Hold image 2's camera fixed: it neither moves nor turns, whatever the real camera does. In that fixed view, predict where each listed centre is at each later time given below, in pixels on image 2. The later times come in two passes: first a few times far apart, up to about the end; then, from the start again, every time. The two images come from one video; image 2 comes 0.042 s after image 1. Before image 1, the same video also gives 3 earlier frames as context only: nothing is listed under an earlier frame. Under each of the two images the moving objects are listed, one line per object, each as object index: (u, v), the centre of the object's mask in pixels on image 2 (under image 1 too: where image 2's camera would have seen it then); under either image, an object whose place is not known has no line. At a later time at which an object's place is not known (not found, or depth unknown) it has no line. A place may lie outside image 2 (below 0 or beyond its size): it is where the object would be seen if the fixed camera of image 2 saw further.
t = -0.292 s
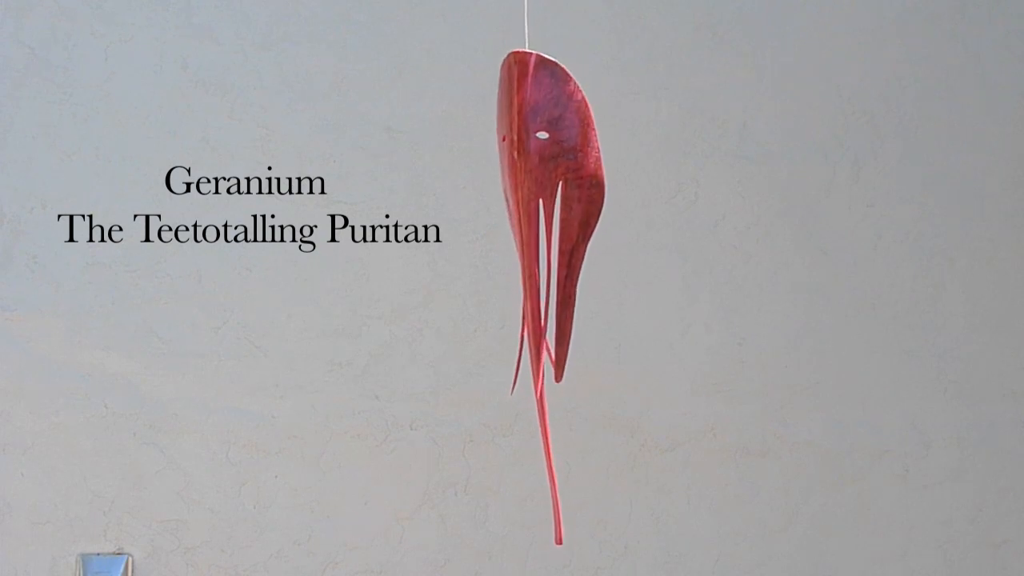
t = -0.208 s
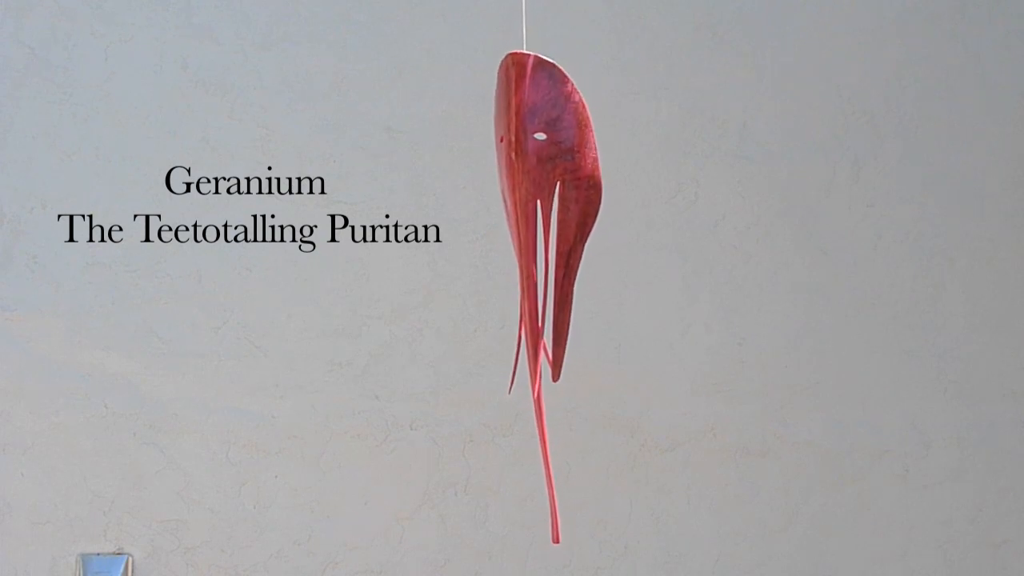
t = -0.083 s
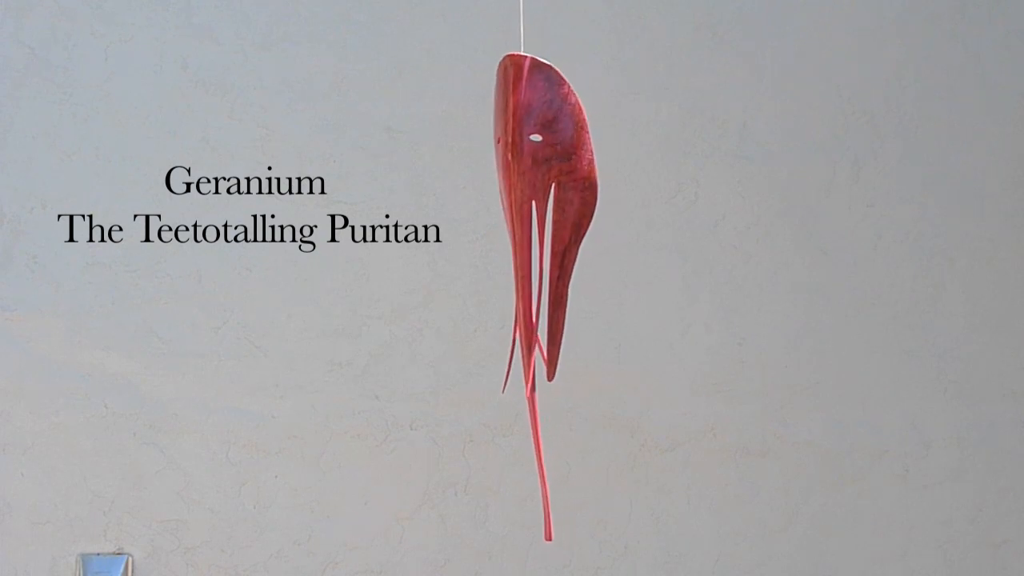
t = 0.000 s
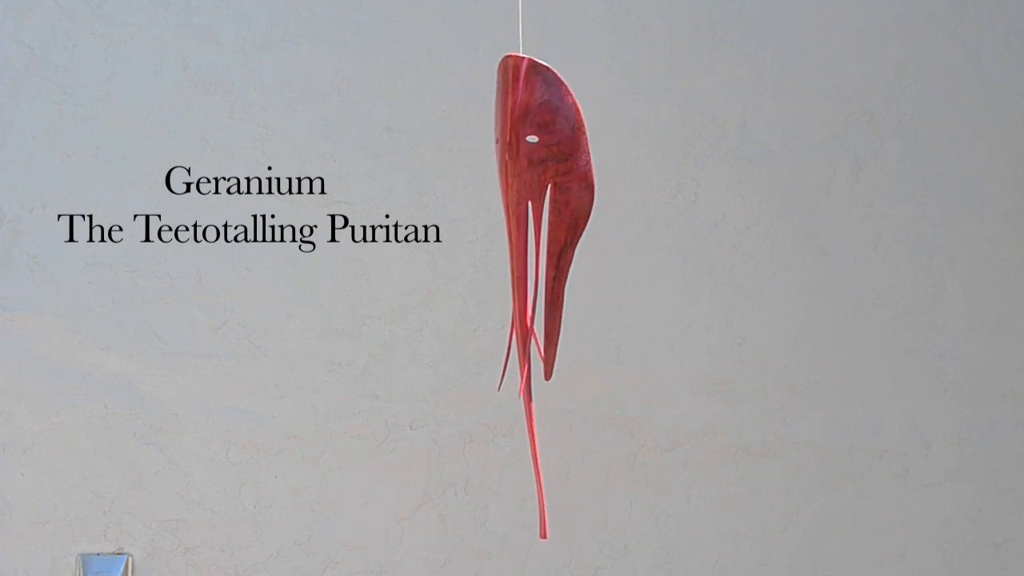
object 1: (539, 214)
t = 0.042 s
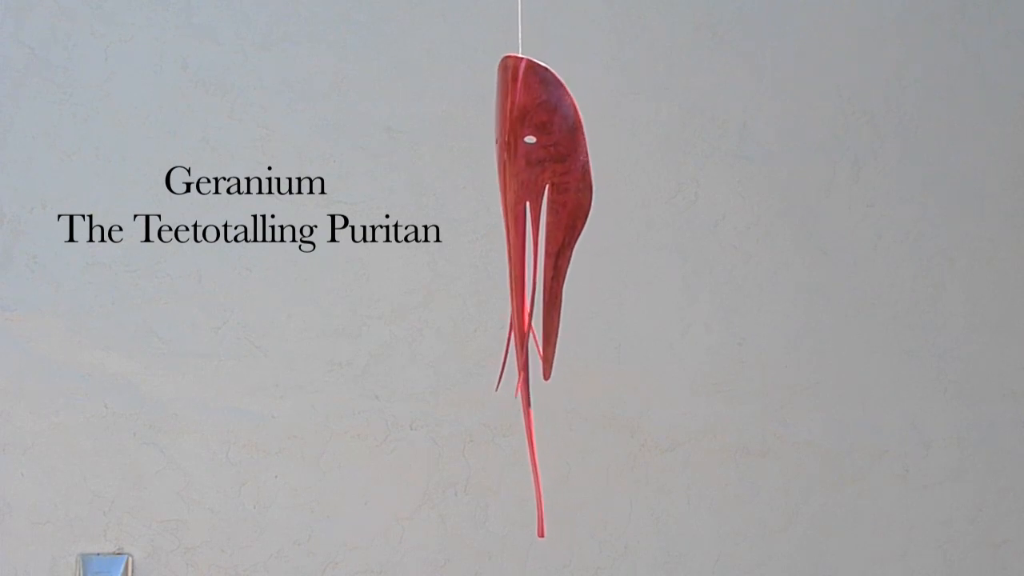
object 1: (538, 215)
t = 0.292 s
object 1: (529, 221)
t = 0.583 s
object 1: (519, 228)
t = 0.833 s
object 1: (516, 241)
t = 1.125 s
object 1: (522, 242)
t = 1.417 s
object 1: (531, 229)
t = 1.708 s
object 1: (540, 223)
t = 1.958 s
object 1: (543, 219)
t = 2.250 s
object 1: (537, 216)
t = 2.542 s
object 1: (523, 215)
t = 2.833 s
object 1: (512, 214)
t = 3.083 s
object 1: (509, 212)
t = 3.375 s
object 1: (510, 212)
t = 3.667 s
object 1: (513, 211)
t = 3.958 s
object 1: (517, 211)
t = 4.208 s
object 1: (519, 211)
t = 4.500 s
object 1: (517, 211)
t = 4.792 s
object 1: (509, 211)
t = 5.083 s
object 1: (499, 211)
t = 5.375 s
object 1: (490, 212)
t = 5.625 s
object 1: (485, 212)
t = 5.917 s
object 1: (487, 212)
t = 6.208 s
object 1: (492, 221)
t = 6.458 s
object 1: (500, 233)
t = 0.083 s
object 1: (537, 217)
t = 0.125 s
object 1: (535, 219)
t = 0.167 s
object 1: (533, 217)
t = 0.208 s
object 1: (532, 220)
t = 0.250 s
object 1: (530, 222)
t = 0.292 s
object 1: (529, 221)
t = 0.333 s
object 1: (527, 223)
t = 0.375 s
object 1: (526, 225)
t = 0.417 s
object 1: (524, 225)
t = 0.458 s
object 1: (523, 226)
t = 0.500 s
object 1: (522, 227)
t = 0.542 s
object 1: (520, 226)
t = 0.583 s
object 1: (519, 228)
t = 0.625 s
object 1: (518, 230)
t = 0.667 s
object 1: (517, 230)
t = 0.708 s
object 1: (517, 233)
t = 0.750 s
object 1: (516, 238)
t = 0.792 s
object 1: (516, 240)
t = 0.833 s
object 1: (516, 241)
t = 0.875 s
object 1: (517, 241)
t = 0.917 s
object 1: (518, 240)
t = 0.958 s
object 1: (519, 240)
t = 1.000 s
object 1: (519, 240)
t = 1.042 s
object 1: (521, 240)
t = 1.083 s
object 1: (522, 240)
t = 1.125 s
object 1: (522, 242)
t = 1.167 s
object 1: (523, 242)
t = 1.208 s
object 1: (524, 241)
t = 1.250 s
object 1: (525, 239)
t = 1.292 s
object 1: (526, 237)
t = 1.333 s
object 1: (528, 235)
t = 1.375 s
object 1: (530, 231)
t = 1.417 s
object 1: (531, 229)
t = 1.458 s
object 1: (533, 228)
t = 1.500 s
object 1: (534, 226)
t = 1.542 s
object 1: (536, 226)
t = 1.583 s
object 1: (537, 224)
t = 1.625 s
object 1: (539, 224)
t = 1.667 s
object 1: (540, 223)
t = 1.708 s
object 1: (540, 223)
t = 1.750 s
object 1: (542, 222)
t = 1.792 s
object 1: (542, 221)
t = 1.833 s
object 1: (543, 220)
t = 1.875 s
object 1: (543, 220)
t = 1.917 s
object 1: (543, 220)
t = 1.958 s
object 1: (543, 219)
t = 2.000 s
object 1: (543, 219)
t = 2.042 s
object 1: (542, 218)
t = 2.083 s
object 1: (542, 218)
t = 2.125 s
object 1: (541, 218)
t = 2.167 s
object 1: (539, 218)
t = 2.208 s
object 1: (538, 217)
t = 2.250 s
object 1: (537, 216)
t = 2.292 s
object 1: (535, 216)
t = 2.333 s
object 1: (533, 215)
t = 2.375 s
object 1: (531, 216)
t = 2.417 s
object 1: (529, 215)
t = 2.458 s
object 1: (527, 216)
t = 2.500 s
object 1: (525, 215)
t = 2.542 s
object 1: (523, 215)
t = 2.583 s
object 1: (521, 215)
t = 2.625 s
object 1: (519, 215)
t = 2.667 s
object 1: (518, 214)
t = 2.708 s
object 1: (516, 214)
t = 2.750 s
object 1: (515, 214)
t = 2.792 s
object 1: (514, 214)
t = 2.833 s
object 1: (512, 214)
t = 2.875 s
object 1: (512, 214)
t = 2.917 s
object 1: (511, 213)
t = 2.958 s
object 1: (510, 213)
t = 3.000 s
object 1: (510, 213)
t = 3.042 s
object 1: (509, 213)
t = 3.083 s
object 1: (509, 212)
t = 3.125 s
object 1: (509, 213)
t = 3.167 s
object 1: (509, 212)
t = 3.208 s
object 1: (509, 213)
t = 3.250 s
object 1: (509, 213)
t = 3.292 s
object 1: (509, 213)
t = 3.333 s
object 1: (509, 213)
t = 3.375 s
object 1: (510, 212)
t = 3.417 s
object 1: (510, 212)
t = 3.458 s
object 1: (510, 212)
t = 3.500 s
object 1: (511, 213)
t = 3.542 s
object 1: (511, 212)
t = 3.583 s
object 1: (512, 212)
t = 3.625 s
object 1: (513, 212)
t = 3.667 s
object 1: (513, 211)
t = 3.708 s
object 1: (514, 211)
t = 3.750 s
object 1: (514, 211)
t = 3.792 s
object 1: (515, 211)
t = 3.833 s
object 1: (515, 210)
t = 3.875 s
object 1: (516, 210)
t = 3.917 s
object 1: (516, 210)
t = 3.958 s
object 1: (517, 211)
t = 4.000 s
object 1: (517, 210)
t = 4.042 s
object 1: (518, 211)
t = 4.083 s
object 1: (518, 211)
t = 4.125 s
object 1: (518, 211)
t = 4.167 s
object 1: (518, 211)
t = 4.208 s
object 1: (519, 211)
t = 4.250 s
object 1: (519, 211)
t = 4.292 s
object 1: (519, 211)
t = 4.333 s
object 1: (519, 211)
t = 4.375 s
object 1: (519, 211)
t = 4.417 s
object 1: (518, 211)
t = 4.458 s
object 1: (518, 211)
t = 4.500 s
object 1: (517, 211)
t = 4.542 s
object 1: (516, 211)
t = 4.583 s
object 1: (515, 211)
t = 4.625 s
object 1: (514, 211)
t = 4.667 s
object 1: (513, 211)
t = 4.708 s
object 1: (512, 211)
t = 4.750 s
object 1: (510, 211)
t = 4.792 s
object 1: (509, 211)
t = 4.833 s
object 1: (507, 211)
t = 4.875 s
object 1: (506, 211)
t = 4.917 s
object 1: (505, 211)
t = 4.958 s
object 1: (503, 212)
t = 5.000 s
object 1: (501, 211)
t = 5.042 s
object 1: (500, 210)
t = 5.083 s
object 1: (499, 211)
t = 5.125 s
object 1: (498, 211)
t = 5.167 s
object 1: (496, 211)
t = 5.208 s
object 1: (495, 211)
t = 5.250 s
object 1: (494, 211)
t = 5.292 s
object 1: (492, 211)
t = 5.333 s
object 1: (491, 211)
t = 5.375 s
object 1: (490, 212)
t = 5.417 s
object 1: (489, 211)
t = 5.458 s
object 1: (488, 211)
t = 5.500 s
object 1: (487, 211)
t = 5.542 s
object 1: (486, 211)
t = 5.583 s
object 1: (486, 211)
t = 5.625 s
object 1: (485, 212)
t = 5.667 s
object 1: (485, 212)
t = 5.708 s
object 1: (485, 211)
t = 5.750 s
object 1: (484, 212)
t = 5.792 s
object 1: (485, 212)
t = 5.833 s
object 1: (485, 212)
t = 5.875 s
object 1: (486, 212)
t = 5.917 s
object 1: (487, 212)
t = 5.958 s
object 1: (488, 213)
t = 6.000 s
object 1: (489, 214)
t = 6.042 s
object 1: (490, 214)
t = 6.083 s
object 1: (491, 215)
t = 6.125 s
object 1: (491, 217)
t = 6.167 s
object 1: (492, 219)
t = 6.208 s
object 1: (492, 221)
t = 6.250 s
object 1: (493, 224)
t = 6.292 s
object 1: (495, 225)
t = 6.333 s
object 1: (496, 227)
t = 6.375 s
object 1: (497, 228)
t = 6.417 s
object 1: (498, 230)
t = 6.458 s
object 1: (500, 233)
